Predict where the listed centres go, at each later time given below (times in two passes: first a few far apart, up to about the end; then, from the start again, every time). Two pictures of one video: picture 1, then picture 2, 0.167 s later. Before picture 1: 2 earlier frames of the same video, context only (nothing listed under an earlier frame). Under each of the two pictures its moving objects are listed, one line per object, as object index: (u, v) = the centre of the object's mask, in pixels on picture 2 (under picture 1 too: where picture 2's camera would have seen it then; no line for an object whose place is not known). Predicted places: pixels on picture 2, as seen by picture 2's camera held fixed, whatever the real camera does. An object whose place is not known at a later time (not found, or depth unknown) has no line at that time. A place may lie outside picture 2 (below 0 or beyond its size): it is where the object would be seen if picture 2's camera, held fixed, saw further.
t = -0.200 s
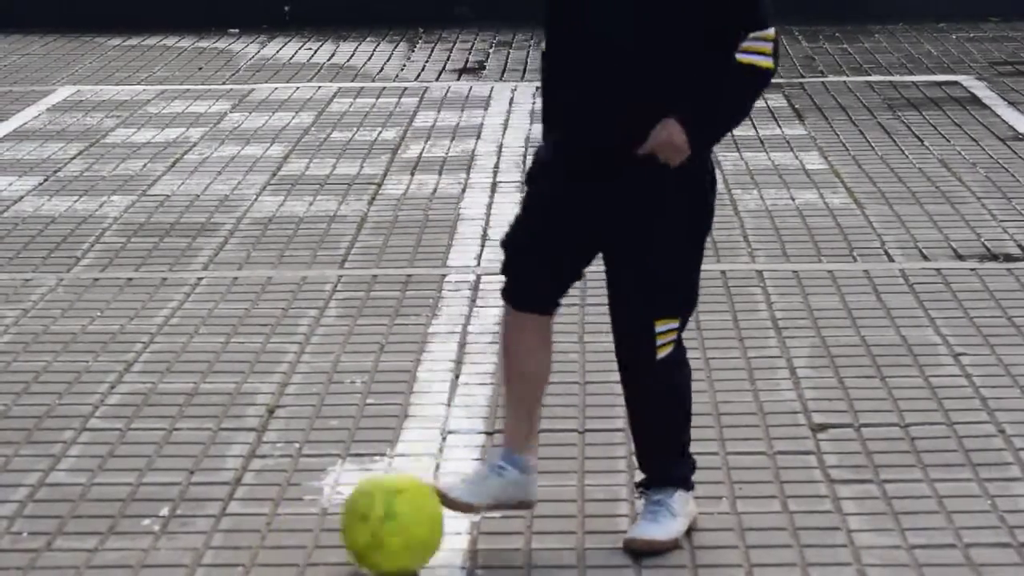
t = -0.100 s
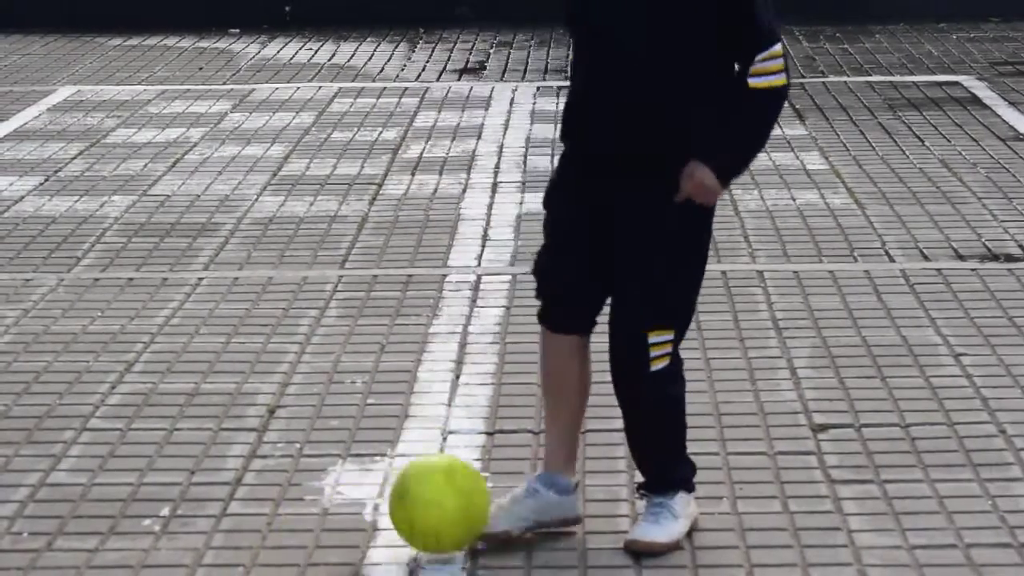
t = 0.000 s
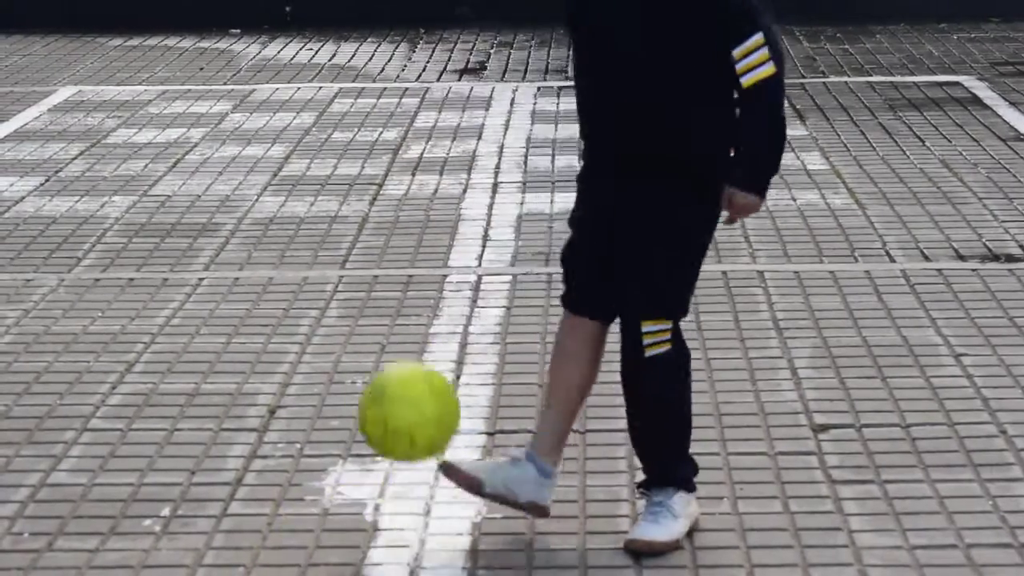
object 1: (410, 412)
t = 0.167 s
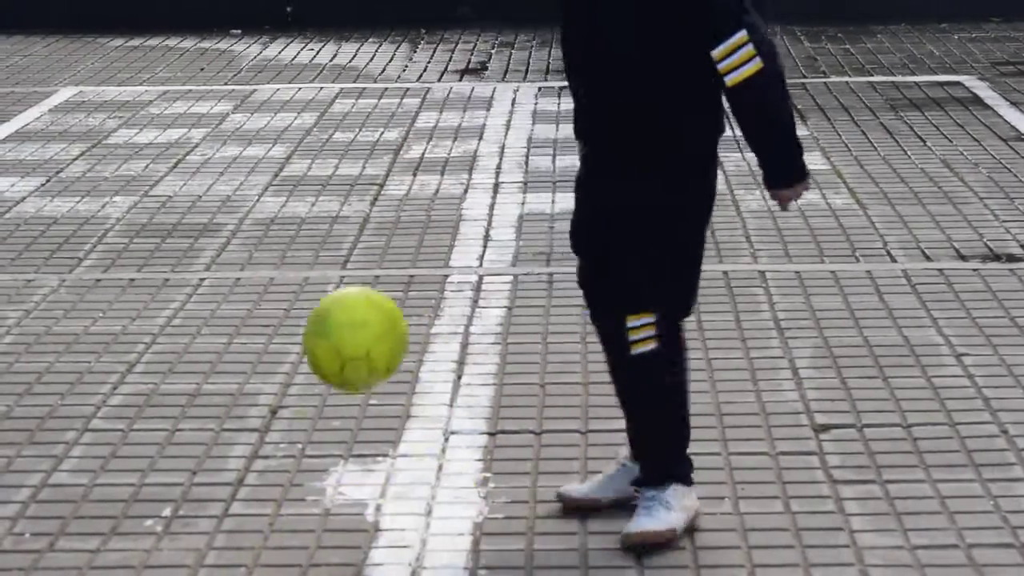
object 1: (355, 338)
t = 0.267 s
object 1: (322, 364)
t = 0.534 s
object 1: (255, 522)
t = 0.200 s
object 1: (344, 341)
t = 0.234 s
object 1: (333, 349)
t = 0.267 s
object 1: (322, 364)
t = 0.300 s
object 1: (312, 385)
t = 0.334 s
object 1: (302, 412)
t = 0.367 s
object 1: (292, 446)
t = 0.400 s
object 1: (282, 486)
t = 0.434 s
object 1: (273, 529)
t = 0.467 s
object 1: (267, 527)
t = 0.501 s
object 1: (261, 523)
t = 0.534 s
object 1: (255, 522)
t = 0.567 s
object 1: (249, 526)
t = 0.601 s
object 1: (244, 533)
